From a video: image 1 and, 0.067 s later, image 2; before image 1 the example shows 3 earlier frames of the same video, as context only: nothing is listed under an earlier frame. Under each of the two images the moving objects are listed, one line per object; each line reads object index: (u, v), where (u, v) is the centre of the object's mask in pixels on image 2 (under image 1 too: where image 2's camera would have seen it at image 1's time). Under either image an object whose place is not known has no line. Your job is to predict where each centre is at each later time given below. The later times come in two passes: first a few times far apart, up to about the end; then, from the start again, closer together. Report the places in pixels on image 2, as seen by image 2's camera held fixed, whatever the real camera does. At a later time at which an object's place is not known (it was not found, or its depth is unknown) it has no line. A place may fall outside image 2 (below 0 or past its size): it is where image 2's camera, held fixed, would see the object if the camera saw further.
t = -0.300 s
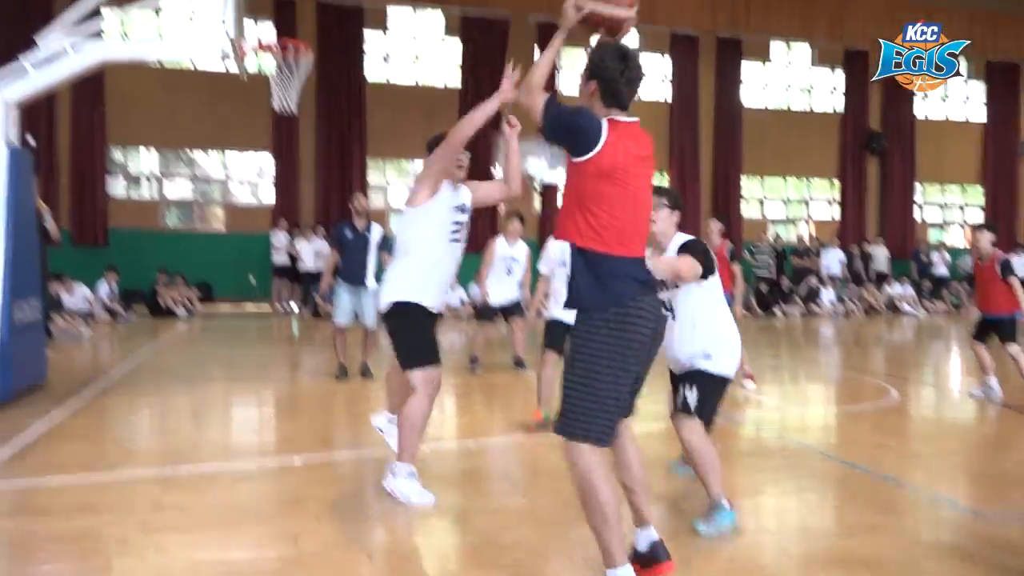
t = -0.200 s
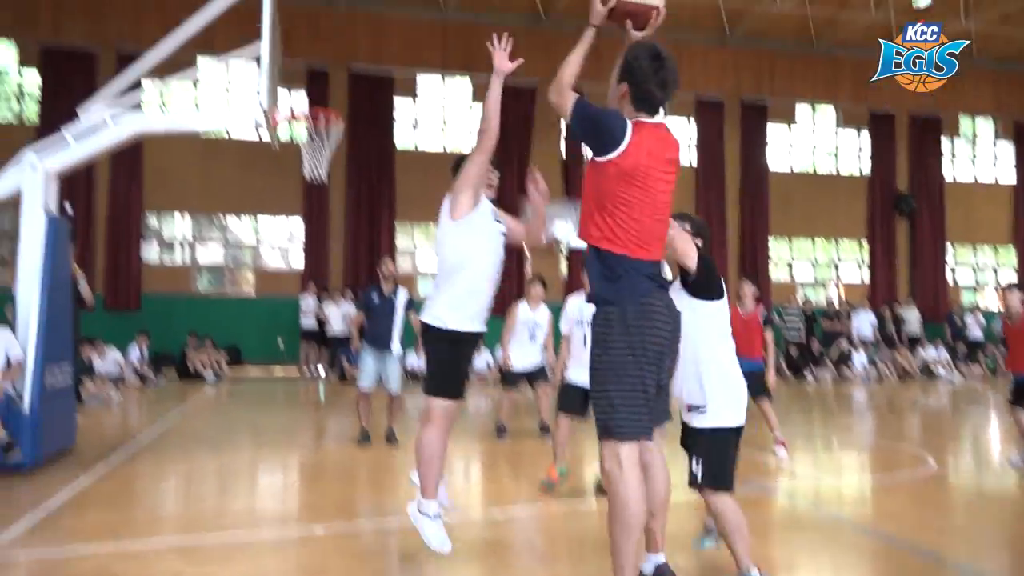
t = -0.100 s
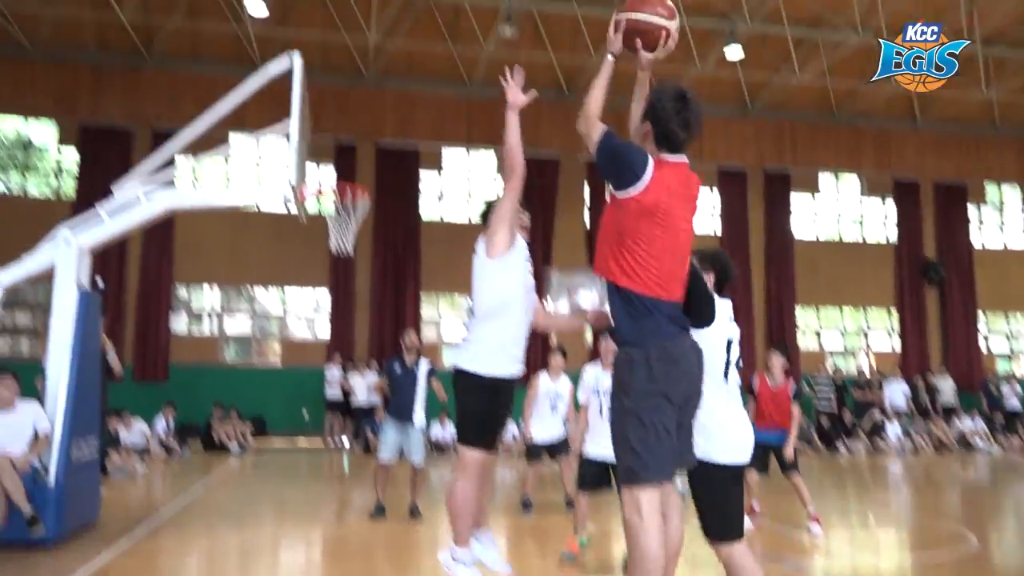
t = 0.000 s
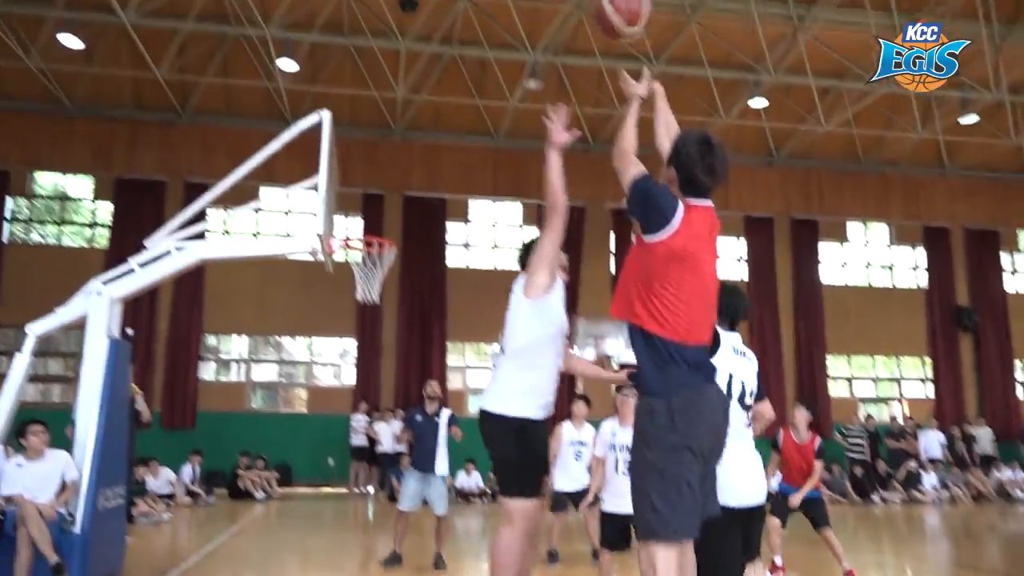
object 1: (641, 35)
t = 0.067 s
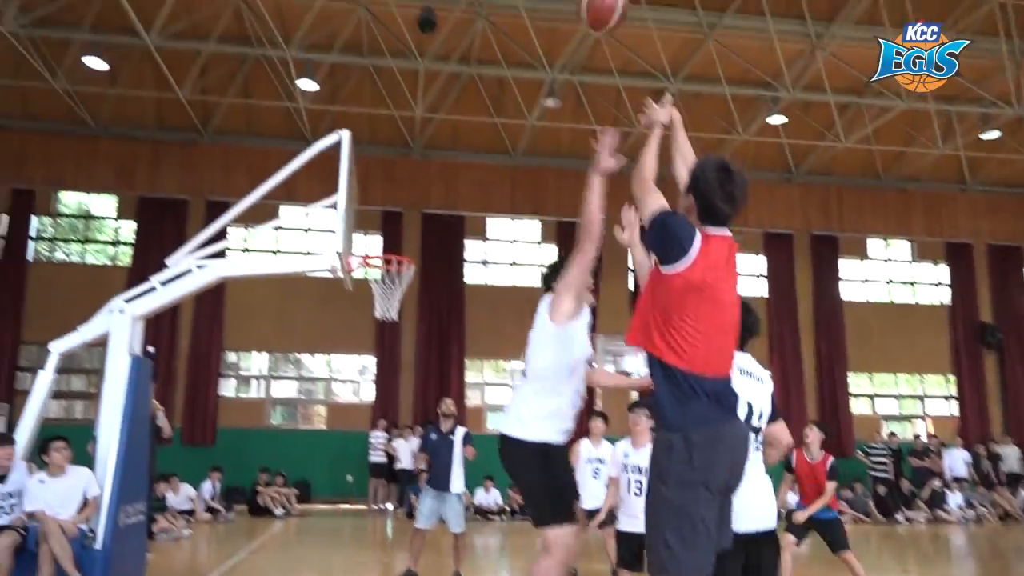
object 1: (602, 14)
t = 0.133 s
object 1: (570, 3)
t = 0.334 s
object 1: (502, 2)
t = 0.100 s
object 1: (586, 7)
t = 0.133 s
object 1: (570, 3)
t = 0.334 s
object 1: (502, 2)
